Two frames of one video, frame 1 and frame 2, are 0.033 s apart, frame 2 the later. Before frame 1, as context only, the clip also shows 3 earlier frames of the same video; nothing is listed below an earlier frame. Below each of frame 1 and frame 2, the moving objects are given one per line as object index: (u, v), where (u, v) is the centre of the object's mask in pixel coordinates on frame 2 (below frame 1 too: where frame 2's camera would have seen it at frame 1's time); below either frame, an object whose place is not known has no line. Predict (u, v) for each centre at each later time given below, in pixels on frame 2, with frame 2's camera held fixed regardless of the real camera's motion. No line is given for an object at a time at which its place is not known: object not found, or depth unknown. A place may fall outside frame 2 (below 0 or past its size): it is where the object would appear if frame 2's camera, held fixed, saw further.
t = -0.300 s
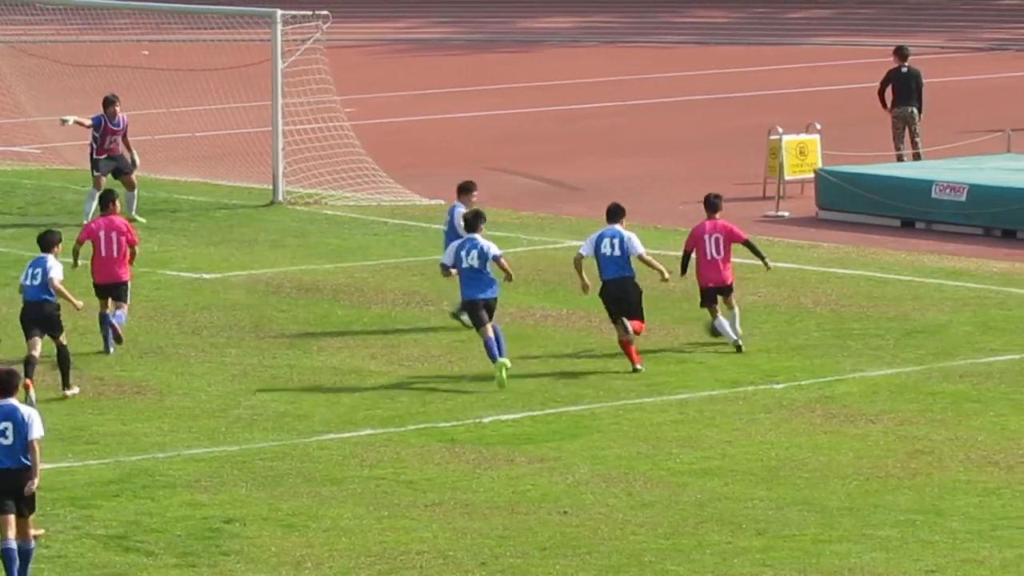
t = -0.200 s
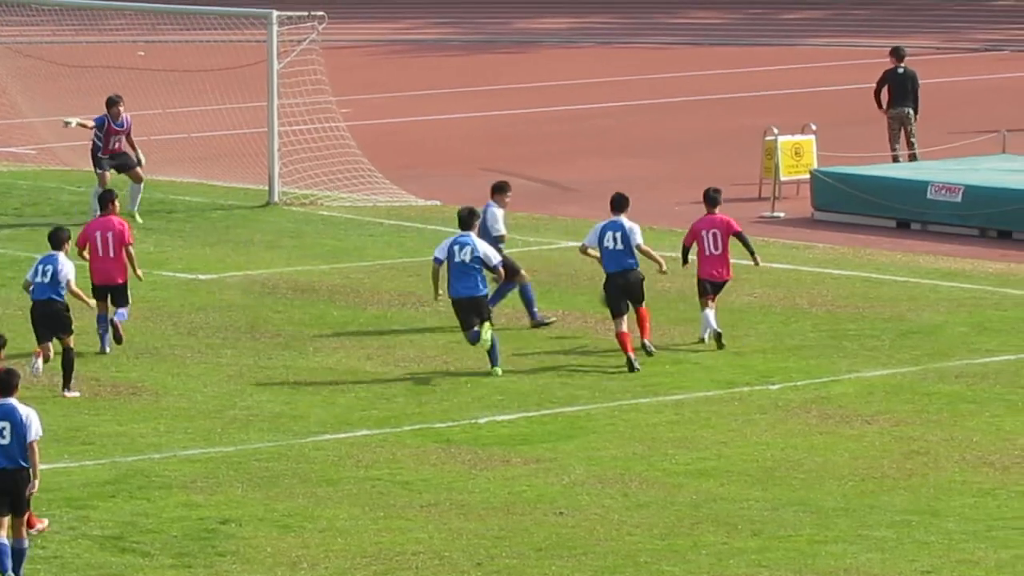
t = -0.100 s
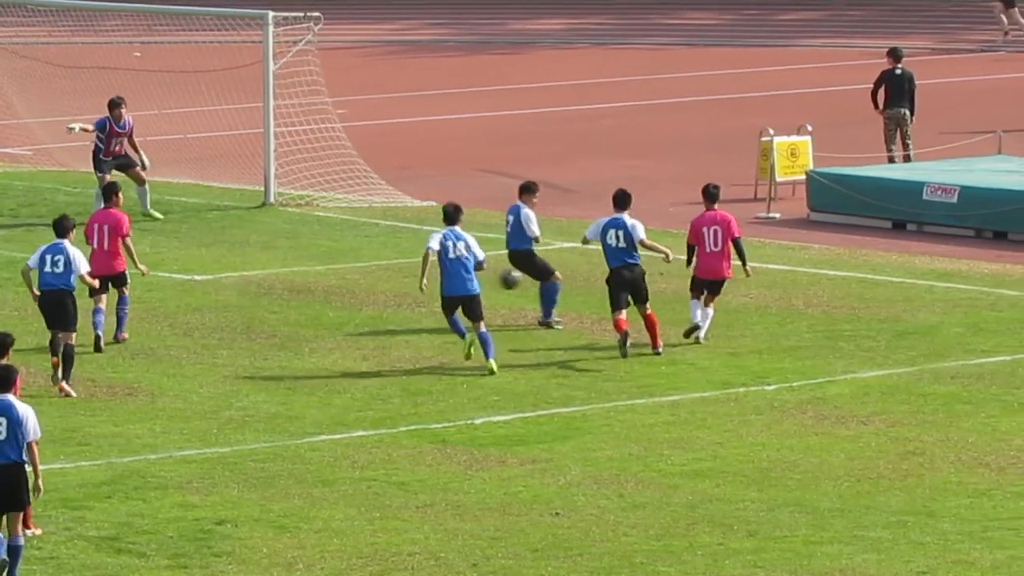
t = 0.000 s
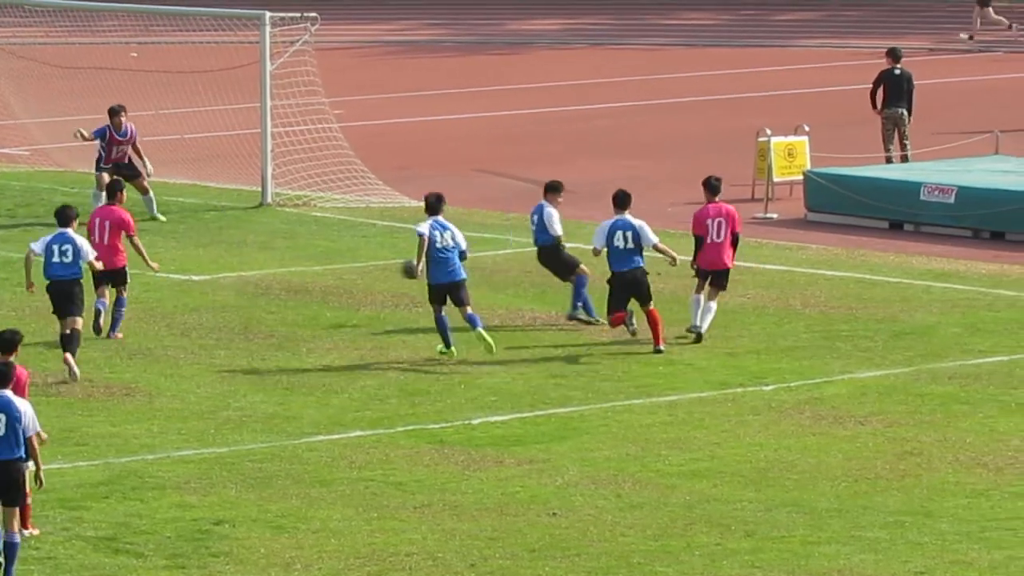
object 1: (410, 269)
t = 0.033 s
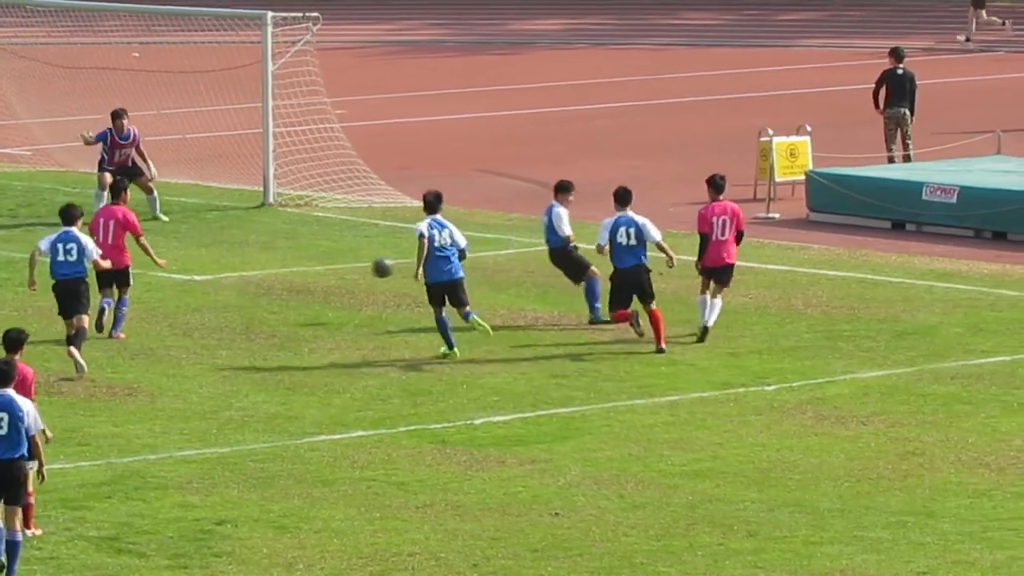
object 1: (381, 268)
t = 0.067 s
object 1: (351, 267)
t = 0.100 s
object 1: (321, 267)
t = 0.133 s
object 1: (291, 269)
